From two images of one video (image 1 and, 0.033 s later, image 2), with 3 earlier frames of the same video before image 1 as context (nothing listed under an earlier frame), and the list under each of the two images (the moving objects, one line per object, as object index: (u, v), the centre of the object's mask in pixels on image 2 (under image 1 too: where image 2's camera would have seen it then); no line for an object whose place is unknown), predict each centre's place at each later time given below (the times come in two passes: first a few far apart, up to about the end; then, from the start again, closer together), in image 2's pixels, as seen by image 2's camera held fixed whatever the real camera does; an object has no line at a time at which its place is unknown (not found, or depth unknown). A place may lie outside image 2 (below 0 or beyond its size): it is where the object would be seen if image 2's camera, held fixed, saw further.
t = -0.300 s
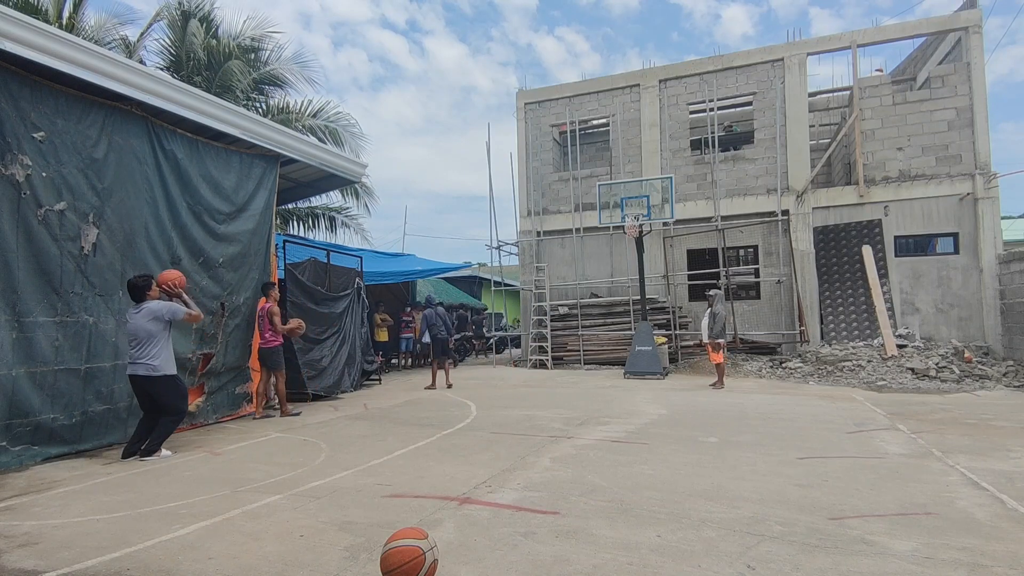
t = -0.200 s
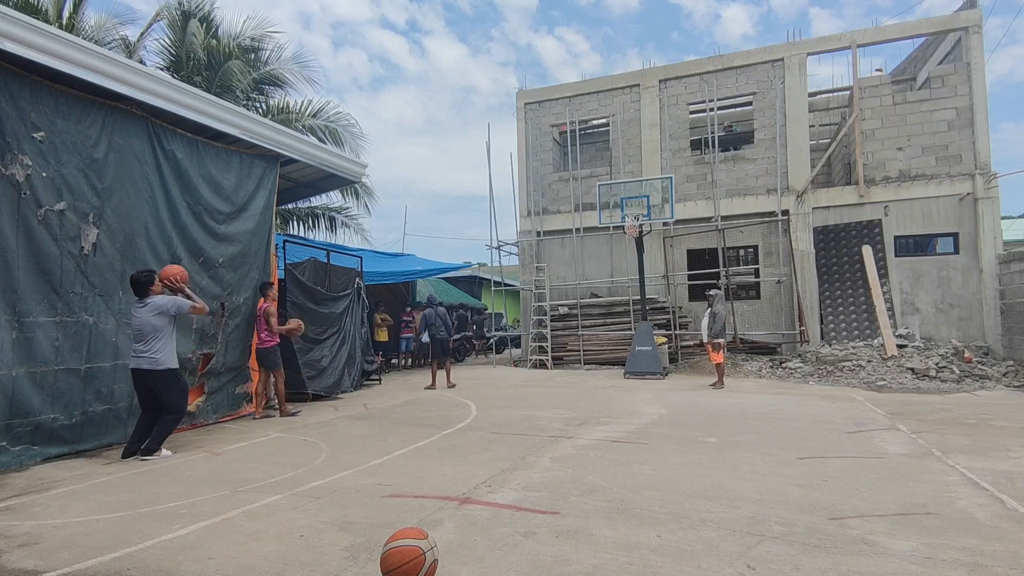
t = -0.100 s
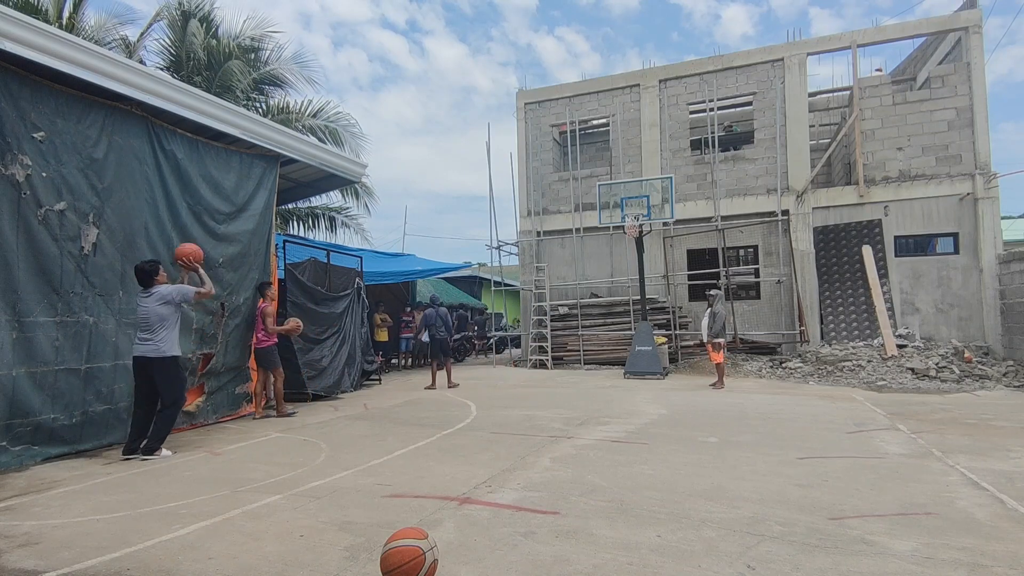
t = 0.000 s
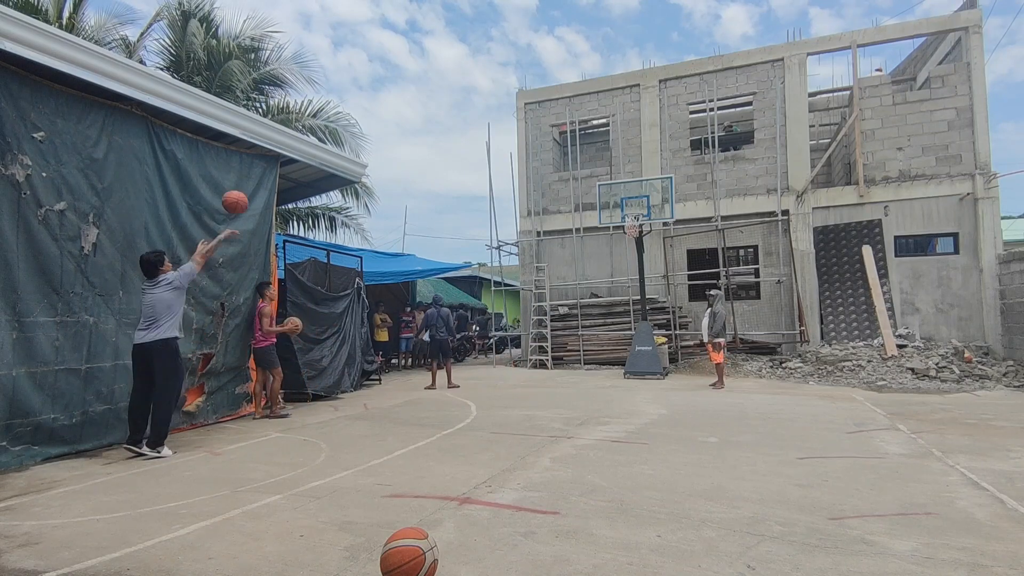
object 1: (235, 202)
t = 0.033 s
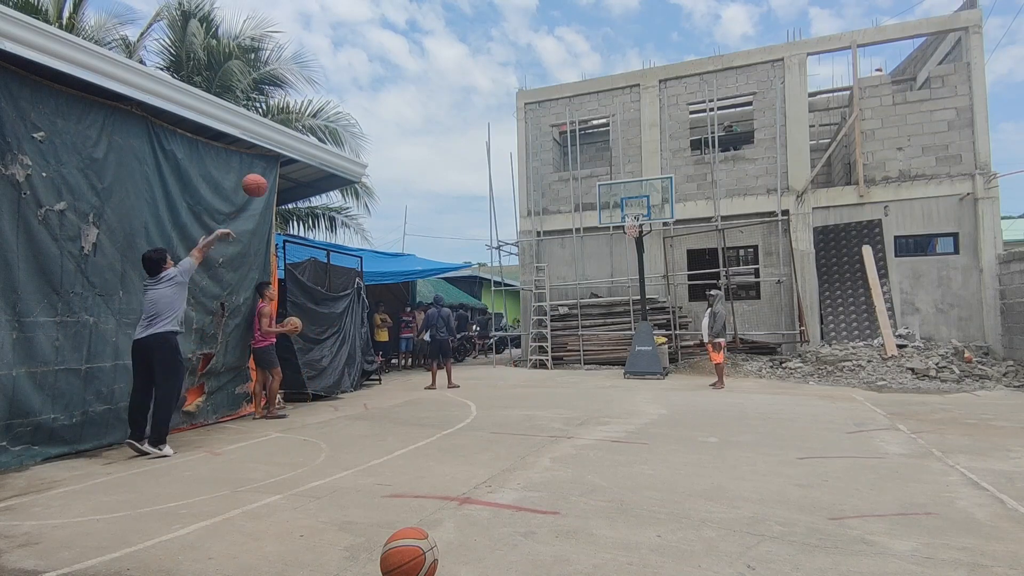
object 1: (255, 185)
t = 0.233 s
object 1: (355, 116)
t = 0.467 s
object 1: (445, 87)
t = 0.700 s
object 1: (518, 98)
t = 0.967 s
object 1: (586, 147)
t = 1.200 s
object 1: (636, 213)
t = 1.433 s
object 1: (615, 263)
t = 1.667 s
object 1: (599, 341)
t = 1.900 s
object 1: (582, 338)
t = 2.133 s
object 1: (565, 286)
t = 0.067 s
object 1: (273, 170)
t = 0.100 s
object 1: (291, 157)
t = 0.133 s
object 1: (308, 145)
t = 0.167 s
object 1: (324, 133)
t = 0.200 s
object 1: (340, 124)
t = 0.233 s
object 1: (355, 116)
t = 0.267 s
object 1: (369, 109)
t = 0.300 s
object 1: (383, 103)
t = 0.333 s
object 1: (396, 98)
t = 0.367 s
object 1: (409, 94)
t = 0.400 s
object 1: (421, 91)
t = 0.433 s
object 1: (433, 88)
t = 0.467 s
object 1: (445, 87)
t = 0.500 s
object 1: (456, 86)
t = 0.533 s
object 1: (467, 87)
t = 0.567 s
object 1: (478, 87)
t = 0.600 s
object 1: (488, 89)
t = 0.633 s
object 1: (499, 91)
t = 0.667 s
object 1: (508, 94)
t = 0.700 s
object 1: (518, 98)
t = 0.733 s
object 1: (527, 102)
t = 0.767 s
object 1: (536, 107)
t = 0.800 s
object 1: (545, 113)
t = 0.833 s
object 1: (553, 119)
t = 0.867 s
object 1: (562, 125)
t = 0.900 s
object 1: (569, 131)
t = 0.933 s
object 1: (578, 138)
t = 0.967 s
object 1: (586, 147)
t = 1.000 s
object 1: (593, 155)
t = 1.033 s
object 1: (601, 164)
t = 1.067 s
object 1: (608, 173)
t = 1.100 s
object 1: (615, 183)
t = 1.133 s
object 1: (621, 193)
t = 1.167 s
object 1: (629, 203)
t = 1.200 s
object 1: (636, 213)
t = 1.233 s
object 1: (634, 221)
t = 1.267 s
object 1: (629, 228)
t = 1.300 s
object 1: (625, 234)
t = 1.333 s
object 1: (623, 240)
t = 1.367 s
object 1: (620, 247)
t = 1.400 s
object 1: (618, 255)
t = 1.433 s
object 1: (615, 263)
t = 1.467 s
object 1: (613, 272)
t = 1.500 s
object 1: (610, 282)
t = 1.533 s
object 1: (608, 293)
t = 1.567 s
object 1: (606, 303)
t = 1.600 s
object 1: (603, 315)
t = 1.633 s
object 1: (601, 327)
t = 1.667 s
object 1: (599, 341)
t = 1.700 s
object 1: (596, 355)
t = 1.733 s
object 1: (594, 369)
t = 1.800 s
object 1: (589, 370)
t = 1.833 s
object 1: (587, 359)
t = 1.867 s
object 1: (584, 348)
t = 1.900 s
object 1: (582, 338)
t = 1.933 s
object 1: (579, 329)
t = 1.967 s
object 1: (576, 320)
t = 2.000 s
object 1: (574, 312)
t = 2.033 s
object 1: (572, 305)
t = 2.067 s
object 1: (569, 297)
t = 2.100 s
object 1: (567, 292)
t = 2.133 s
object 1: (565, 286)
